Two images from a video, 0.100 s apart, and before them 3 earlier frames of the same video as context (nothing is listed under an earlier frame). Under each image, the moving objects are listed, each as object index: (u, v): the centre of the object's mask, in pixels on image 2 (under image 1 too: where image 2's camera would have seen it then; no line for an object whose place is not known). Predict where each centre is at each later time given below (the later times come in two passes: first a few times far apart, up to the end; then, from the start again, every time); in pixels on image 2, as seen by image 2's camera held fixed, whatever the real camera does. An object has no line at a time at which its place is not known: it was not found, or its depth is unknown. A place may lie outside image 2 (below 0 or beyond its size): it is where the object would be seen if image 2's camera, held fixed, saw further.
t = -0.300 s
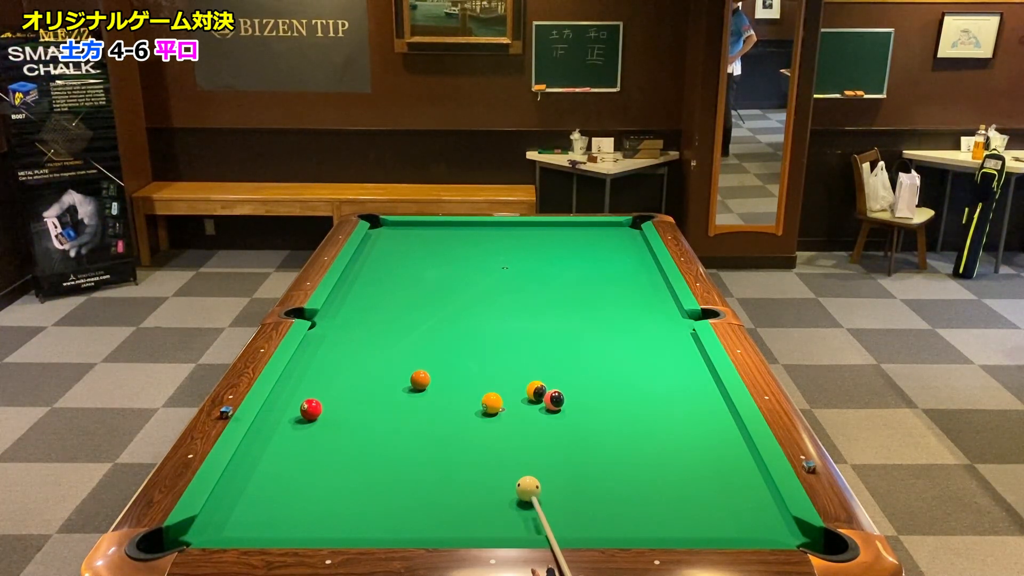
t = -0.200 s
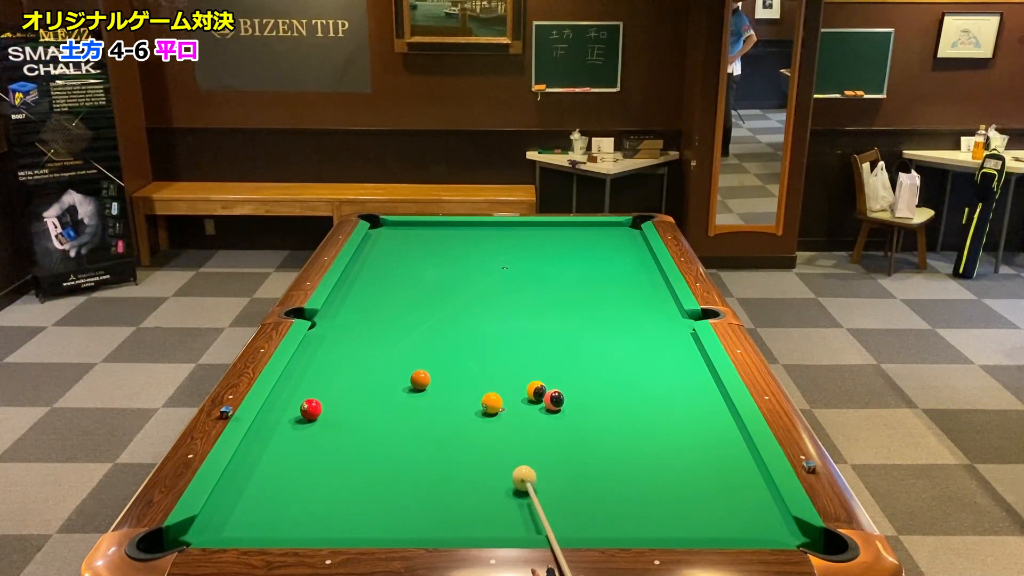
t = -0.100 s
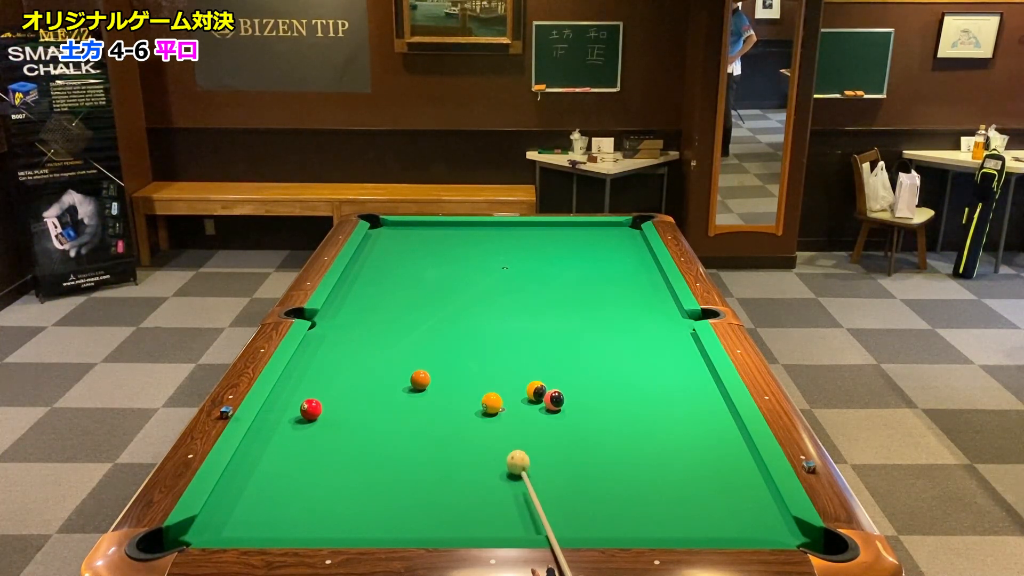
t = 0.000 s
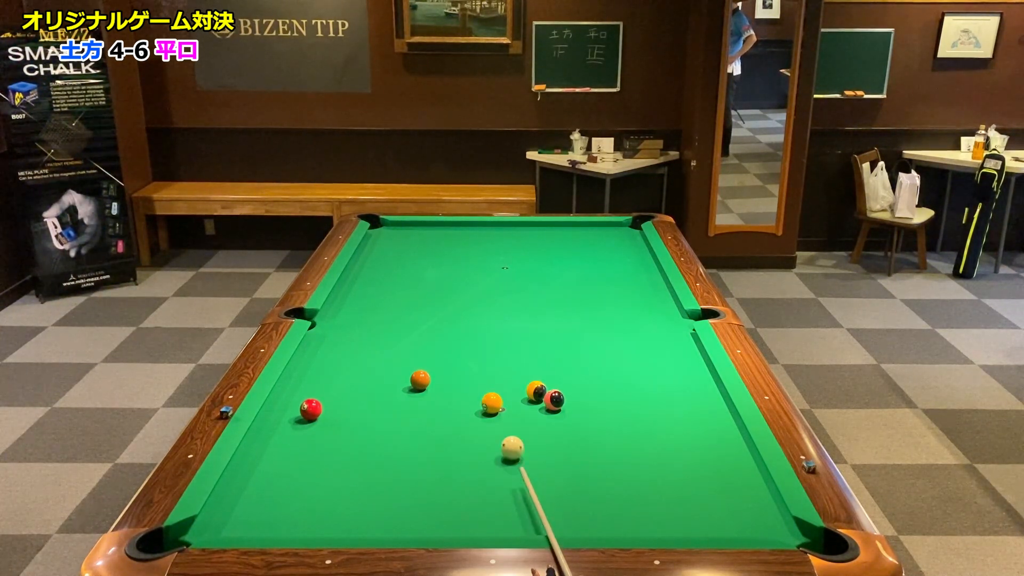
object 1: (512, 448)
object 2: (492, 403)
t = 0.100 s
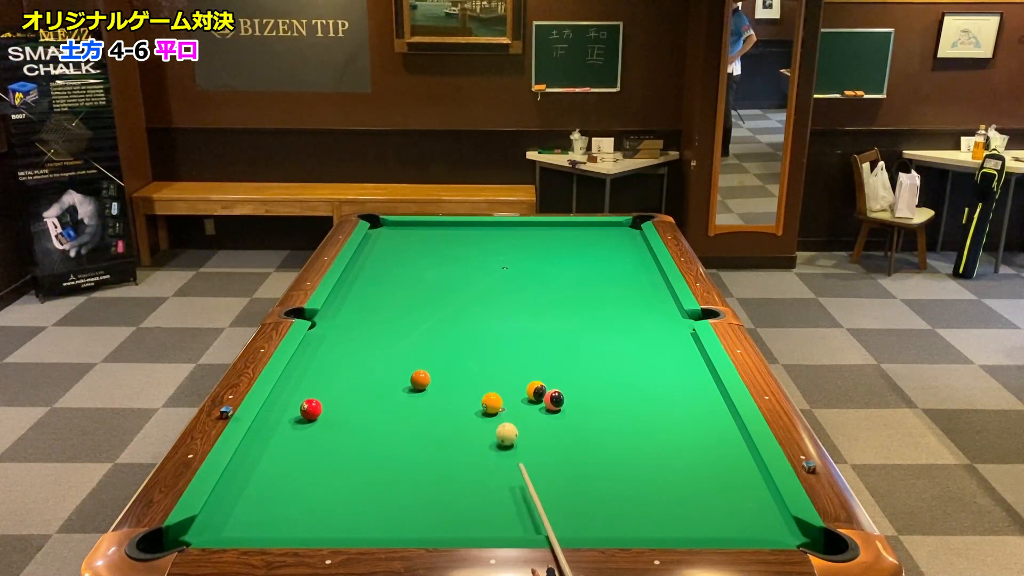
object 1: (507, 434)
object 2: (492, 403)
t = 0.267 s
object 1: (498, 413)
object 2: (490, 400)
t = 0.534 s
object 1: (501, 406)
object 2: (480, 385)
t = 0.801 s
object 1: (504, 401)
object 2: (471, 371)
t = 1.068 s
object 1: (507, 398)
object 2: (463, 358)
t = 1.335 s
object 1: (510, 394)
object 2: (456, 348)
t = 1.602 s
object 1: (512, 392)
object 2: (450, 338)
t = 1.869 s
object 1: (513, 391)
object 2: (445, 330)
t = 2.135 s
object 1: (513, 390)
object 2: (440, 323)
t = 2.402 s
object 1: (513, 390)
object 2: (436, 317)
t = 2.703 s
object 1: (513, 390)
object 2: (431, 311)
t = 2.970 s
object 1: (513, 390)
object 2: (428, 307)
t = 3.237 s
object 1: (513, 390)
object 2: (425, 303)
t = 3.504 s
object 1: (513, 390)
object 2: (422, 300)
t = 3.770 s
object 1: (513, 390)
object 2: (420, 297)
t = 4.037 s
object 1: (513, 390)
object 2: (419, 295)
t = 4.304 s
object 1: (513, 390)
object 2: (418, 294)
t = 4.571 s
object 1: (513, 390)
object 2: (417, 293)
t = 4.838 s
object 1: (513, 390)
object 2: (417, 293)
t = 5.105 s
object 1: (513, 390)
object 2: (417, 293)
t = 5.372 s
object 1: (513, 390)
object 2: (417, 293)
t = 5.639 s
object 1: (513, 390)
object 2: (417, 293)
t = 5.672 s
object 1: (513, 390)
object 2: (417, 293)
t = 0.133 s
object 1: (505, 430)
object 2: (492, 403)
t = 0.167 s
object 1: (503, 425)
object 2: (492, 403)
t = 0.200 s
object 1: (502, 421)
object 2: (492, 403)
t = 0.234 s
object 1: (500, 418)
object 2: (491, 402)
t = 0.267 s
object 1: (498, 413)
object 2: (490, 400)
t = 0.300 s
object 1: (498, 412)
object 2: (489, 399)
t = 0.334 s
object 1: (499, 412)
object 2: (488, 397)
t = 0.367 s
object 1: (499, 411)
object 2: (487, 395)
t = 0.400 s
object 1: (500, 410)
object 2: (485, 393)
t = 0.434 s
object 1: (500, 409)
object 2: (484, 391)
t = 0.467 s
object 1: (501, 408)
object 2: (483, 389)
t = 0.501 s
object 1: (501, 407)
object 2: (482, 387)
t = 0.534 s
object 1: (501, 406)
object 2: (480, 385)
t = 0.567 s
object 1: (501, 406)
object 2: (479, 383)
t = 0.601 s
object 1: (502, 405)
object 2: (478, 381)
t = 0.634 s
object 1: (502, 404)
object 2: (477, 380)
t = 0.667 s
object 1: (502, 404)
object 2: (476, 378)
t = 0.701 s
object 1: (503, 403)
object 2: (475, 376)
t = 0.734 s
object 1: (503, 402)
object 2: (473, 374)
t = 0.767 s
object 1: (503, 402)
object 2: (472, 372)
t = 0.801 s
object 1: (504, 401)
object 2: (471, 371)
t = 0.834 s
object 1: (504, 401)
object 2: (470, 369)
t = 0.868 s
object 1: (504, 400)
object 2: (469, 368)
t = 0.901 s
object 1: (505, 400)
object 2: (468, 366)
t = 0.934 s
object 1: (505, 399)
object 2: (467, 364)
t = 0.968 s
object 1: (505, 399)
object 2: (466, 363)
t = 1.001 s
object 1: (506, 398)
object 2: (465, 361)
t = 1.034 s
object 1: (506, 398)
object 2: (464, 360)
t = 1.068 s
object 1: (507, 398)
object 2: (463, 358)
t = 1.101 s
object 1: (508, 397)
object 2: (462, 357)
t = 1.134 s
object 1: (508, 396)
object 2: (461, 356)
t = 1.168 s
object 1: (508, 396)
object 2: (461, 354)
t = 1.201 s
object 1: (509, 396)
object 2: (460, 353)
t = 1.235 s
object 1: (509, 395)
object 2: (459, 351)
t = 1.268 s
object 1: (509, 395)
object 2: (458, 350)
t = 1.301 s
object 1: (510, 395)
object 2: (457, 349)
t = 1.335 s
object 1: (510, 394)
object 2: (456, 348)
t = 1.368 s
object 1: (510, 394)
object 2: (456, 347)
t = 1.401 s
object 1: (511, 394)
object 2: (455, 345)
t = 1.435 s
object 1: (511, 393)
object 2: (454, 344)
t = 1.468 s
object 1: (511, 393)
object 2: (453, 343)
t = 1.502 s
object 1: (511, 393)
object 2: (453, 342)
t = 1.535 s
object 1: (511, 392)
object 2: (452, 341)
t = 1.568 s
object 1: (512, 392)
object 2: (451, 340)
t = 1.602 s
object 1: (512, 392)
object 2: (450, 338)
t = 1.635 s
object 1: (512, 392)
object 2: (450, 337)
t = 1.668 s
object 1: (512, 392)
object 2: (449, 336)
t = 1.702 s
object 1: (512, 391)
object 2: (448, 335)
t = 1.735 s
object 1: (512, 391)
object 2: (447, 334)
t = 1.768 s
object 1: (512, 391)
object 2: (447, 333)
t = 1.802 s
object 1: (512, 391)
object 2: (446, 332)
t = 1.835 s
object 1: (512, 391)
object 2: (445, 331)
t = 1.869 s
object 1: (513, 391)
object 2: (445, 330)
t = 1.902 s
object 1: (513, 390)
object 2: (444, 329)
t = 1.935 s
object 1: (513, 390)
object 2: (444, 329)
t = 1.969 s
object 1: (513, 390)
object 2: (443, 328)
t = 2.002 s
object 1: (513, 390)
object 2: (443, 327)
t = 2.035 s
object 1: (513, 390)
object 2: (442, 326)
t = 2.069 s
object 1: (513, 390)
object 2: (441, 325)
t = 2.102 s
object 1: (513, 390)
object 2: (441, 324)
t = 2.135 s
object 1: (513, 390)
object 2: (440, 323)
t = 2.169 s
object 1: (513, 390)
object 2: (439, 323)
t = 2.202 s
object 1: (513, 390)
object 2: (439, 322)
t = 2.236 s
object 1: (513, 390)
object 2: (438, 321)
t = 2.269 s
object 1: (513, 390)
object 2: (438, 320)
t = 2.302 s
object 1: (513, 390)
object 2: (437, 319)
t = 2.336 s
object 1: (513, 390)
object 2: (437, 319)
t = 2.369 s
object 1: (513, 390)
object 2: (436, 318)
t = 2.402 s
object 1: (513, 390)
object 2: (436, 317)
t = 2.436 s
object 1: (513, 390)
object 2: (435, 316)
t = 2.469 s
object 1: (513, 390)
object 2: (435, 316)
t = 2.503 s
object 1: (513, 390)
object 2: (434, 315)
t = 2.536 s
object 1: (513, 390)
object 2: (434, 314)
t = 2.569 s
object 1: (513, 390)
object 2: (433, 314)
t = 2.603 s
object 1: (513, 390)
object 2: (433, 313)
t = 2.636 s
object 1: (513, 390)
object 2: (432, 312)
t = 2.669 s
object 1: (513, 390)
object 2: (432, 312)
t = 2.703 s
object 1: (513, 390)
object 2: (431, 311)
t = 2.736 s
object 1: (513, 390)
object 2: (431, 310)
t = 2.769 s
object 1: (513, 390)
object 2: (430, 310)
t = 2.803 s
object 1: (513, 390)
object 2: (430, 309)
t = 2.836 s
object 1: (513, 390)
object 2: (429, 309)
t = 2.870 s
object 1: (513, 390)
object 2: (429, 308)
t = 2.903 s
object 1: (513, 390)
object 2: (429, 308)
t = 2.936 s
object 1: (513, 390)
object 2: (428, 307)
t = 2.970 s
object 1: (513, 390)
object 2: (428, 307)
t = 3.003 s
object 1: (513, 390)
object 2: (427, 306)
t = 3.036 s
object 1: (513, 390)
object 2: (427, 306)
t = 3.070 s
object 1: (513, 390)
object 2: (426, 305)
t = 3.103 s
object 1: (513, 390)
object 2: (426, 305)
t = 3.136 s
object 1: (513, 390)
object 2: (426, 304)
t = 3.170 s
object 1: (513, 390)
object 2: (426, 304)
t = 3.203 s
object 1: (513, 390)
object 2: (425, 303)
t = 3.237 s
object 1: (513, 390)
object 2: (425, 303)
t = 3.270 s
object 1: (513, 390)
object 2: (425, 302)
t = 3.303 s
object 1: (513, 390)
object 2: (424, 302)
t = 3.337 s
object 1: (513, 390)
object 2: (424, 302)
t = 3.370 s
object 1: (513, 390)
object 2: (423, 301)
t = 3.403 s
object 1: (513, 390)
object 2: (423, 301)
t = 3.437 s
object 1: (513, 390)
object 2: (423, 300)
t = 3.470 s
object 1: (513, 390)
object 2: (422, 300)
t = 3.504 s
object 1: (513, 390)
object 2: (422, 300)
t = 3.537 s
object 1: (513, 390)
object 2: (422, 299)
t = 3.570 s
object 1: (513, 390)
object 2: (422, 299)
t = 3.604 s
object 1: (513, 390)
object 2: (421, 299)
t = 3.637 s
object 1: (513, 390)
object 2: (421, 298)
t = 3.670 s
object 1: (513, 390)
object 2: (421, 298)
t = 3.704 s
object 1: (513, 390)
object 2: (421, 298)
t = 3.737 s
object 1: (513, 390)
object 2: (420, 298)
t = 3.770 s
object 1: (513, 390)
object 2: (420, 297)
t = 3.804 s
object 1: (513, 390)
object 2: (420, 297)
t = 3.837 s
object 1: (513, 390)
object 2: (420, 297)
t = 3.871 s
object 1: (513, 390)
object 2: (419, 296)
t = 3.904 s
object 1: (513, 390)
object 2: (419, 296)
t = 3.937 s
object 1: (513, 390)
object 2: (419, 296)
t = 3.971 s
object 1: (513, 390)
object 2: (419, 296)
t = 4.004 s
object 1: (513, 390)
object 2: (419, 296)
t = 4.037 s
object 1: (513, 390)
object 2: (419, 295)
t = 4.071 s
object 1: (513, 390)
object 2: (419, 295)
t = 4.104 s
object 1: (513, 390)
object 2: (419, 295)
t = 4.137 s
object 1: (513, 390)
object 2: (418, 295)
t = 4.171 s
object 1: (513, 390)
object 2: (418, 294)
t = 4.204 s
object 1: (513, 390)
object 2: (418, 294)
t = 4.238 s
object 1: (513, 390)
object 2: (418, 294)
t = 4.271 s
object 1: (513, 390)
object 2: (418, 294)
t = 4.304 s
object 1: (513, 390)
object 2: (418, 294)
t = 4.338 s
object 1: (513, 390)
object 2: (418, 294)
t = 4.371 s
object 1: (513, 390)
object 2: (417, 294)
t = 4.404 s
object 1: (513, 390)
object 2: (418, 294)
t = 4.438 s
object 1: (513, 390)
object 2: (417, 294)
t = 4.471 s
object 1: (513, 390)
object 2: (417, 293)
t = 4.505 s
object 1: (513, 390)
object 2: (417, 293)
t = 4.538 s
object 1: (513, 390)
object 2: (417, 293)
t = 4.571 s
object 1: (513, 390)
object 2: (417, 293)
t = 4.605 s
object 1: (513, 390)
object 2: (417, 293)
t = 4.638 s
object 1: (513, 390)
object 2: (417, 293)
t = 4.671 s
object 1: (513, 390)
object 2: (417, 293)
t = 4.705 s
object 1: (513, 390)
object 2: (417, 293)
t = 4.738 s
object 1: (513, 390)
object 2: (417, 293)
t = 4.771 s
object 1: (513, 390)
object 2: (417, 293)
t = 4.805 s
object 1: (513, 390)
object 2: (417, 293)
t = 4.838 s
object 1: (513, 390)
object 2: (417, 293)
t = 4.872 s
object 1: (513, 390)
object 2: (417, 293)
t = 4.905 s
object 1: (513, 391)
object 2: (417, 293)
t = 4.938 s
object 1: (513, 390)
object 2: (417, 293)
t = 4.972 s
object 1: (513, 390)
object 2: (417, 293)
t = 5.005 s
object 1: (513, 390)
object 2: (417, 293)
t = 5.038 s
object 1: (513, 390)
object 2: (417, 293)
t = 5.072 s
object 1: (513, 390)
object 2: (417, 293)
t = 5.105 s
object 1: (513, 390)
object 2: (417, 293)
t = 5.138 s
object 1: (513, 390)
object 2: (417, 293)
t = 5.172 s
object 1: (513, 390)
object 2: (417, 293)
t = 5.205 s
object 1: (513, 390)
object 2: (417, 293)
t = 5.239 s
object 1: (513, 390)
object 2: (417, 293)
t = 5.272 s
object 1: (513, 390)
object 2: (417, 293)
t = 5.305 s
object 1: (513, 390)
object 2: (417, 293)
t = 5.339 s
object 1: (513, 390)
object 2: (417, 293)
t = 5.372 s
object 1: (513, 390)
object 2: (417, 293)
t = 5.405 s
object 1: (513, 390)
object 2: (417, 293)
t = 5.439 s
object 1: (513, 390)
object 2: (417, 293)
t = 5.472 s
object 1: (513, 390)
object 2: (417, 293)
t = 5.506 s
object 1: (513, 390)
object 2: (417, 293)
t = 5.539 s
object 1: (513, 390)
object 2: (417, 293)
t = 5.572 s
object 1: (513, 390)
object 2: (417, 293)
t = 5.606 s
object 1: (513, 390)
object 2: (417, 293)
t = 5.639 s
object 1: (513, 390)
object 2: (417, 293)
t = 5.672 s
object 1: (513, 390)
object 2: (417, 293)
